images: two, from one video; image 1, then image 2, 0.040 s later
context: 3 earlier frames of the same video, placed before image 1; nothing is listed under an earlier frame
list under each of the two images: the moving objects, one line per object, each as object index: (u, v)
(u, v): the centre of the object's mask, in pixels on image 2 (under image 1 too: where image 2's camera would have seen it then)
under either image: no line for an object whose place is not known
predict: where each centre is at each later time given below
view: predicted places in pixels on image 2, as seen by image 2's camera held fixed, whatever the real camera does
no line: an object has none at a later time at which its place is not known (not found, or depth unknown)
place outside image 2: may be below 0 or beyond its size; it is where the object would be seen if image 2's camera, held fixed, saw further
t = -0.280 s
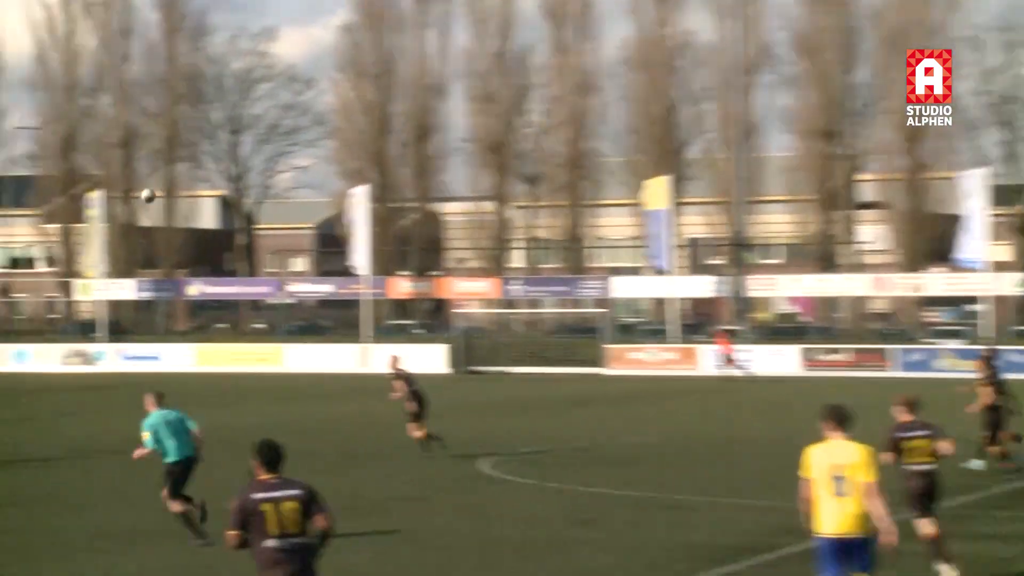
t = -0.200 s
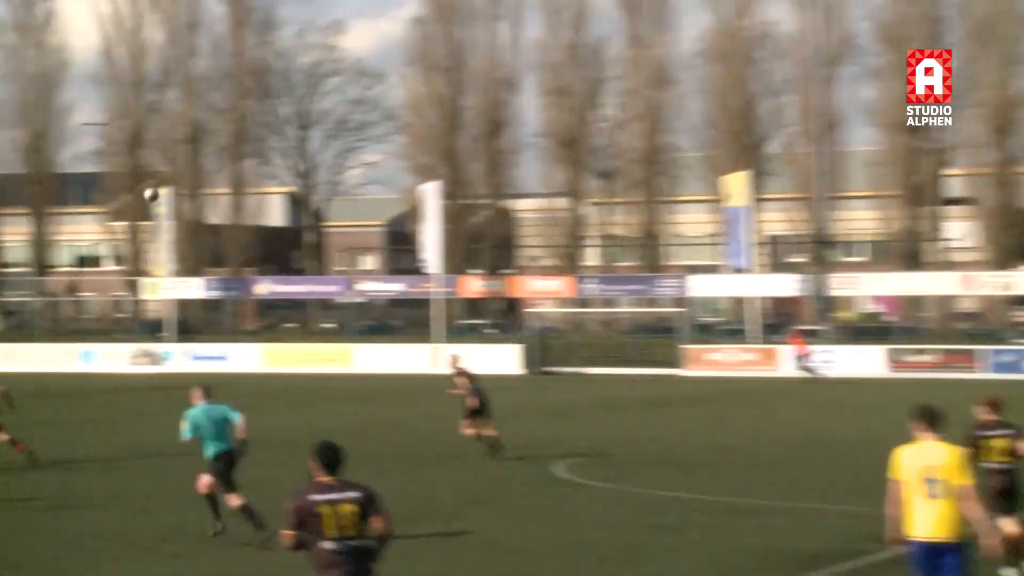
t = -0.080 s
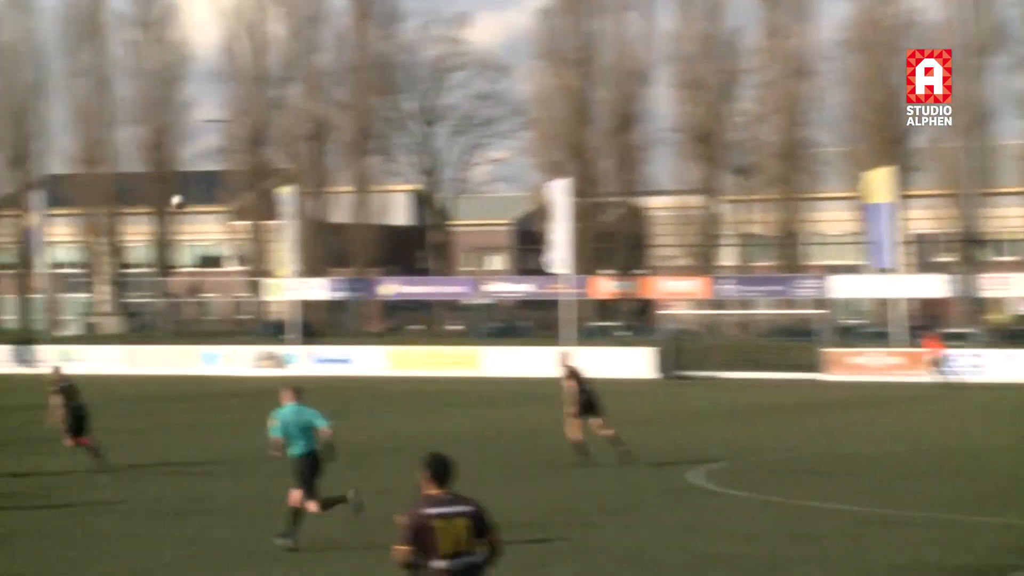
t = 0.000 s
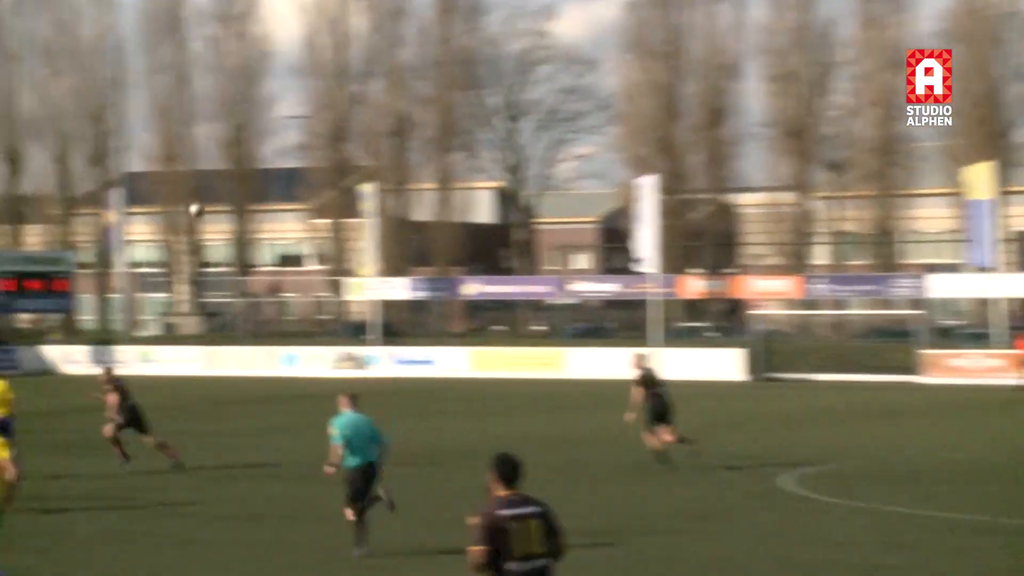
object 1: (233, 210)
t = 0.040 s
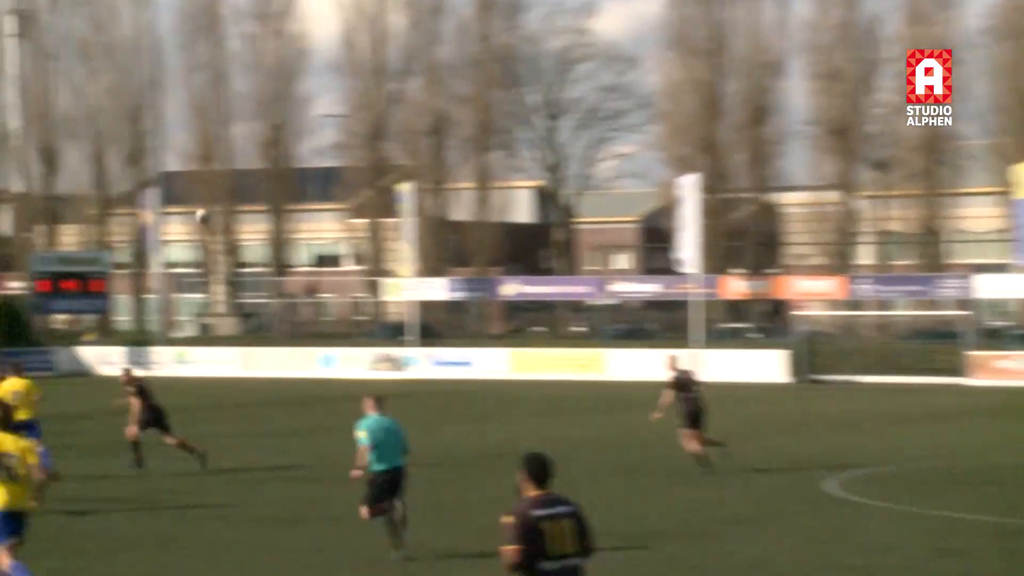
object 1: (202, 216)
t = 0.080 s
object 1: (173, 224)
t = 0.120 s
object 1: (142, 230)
